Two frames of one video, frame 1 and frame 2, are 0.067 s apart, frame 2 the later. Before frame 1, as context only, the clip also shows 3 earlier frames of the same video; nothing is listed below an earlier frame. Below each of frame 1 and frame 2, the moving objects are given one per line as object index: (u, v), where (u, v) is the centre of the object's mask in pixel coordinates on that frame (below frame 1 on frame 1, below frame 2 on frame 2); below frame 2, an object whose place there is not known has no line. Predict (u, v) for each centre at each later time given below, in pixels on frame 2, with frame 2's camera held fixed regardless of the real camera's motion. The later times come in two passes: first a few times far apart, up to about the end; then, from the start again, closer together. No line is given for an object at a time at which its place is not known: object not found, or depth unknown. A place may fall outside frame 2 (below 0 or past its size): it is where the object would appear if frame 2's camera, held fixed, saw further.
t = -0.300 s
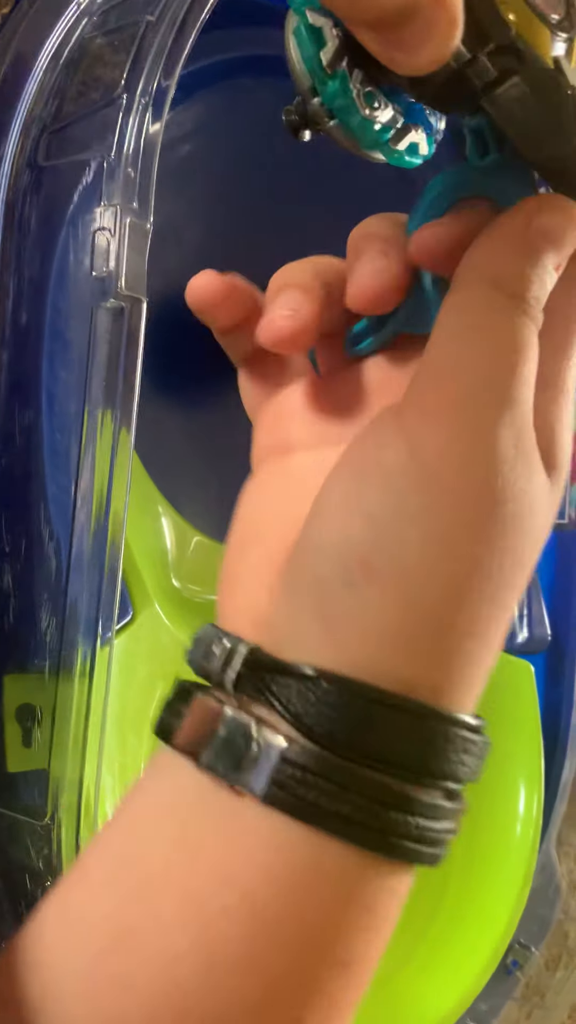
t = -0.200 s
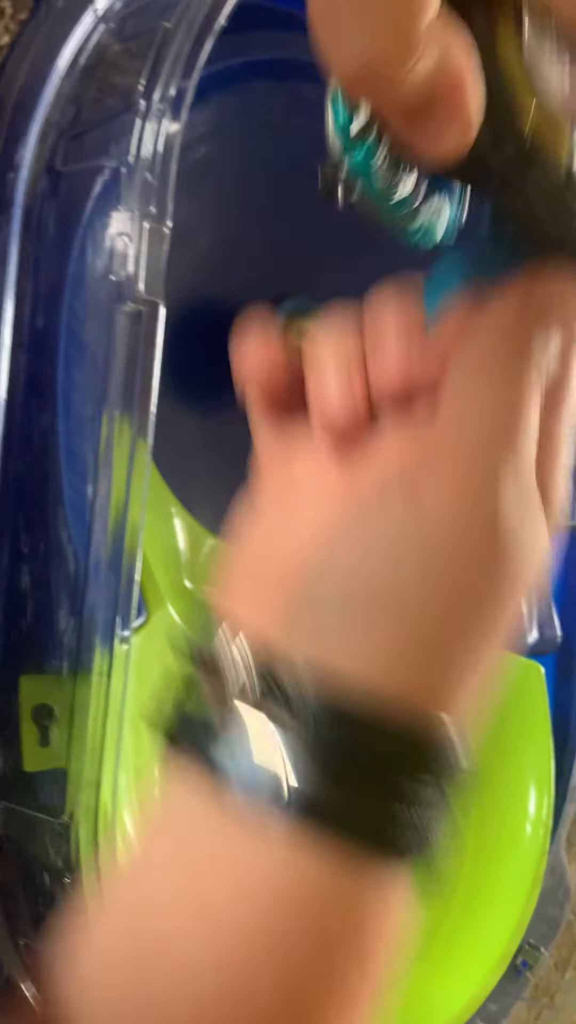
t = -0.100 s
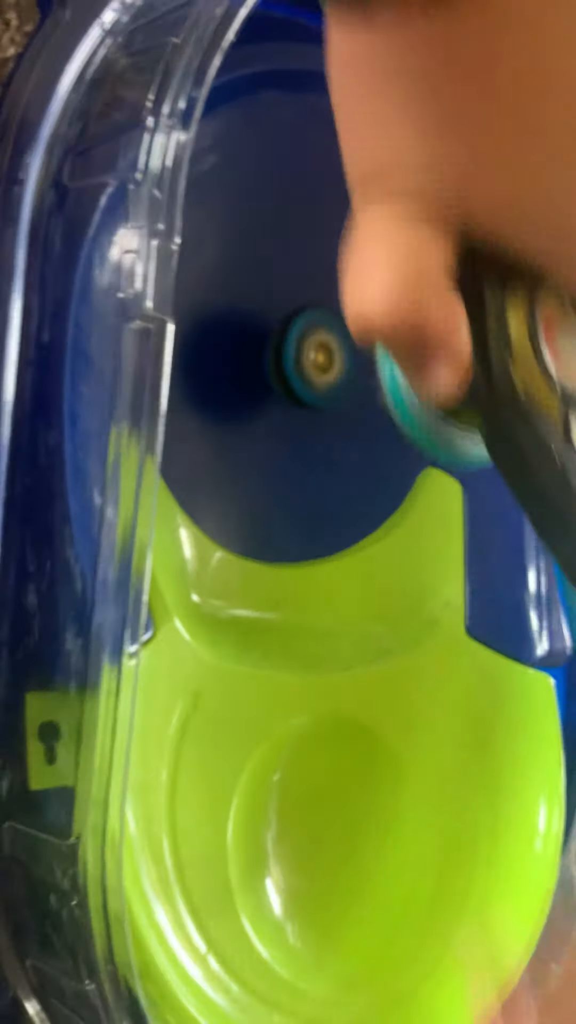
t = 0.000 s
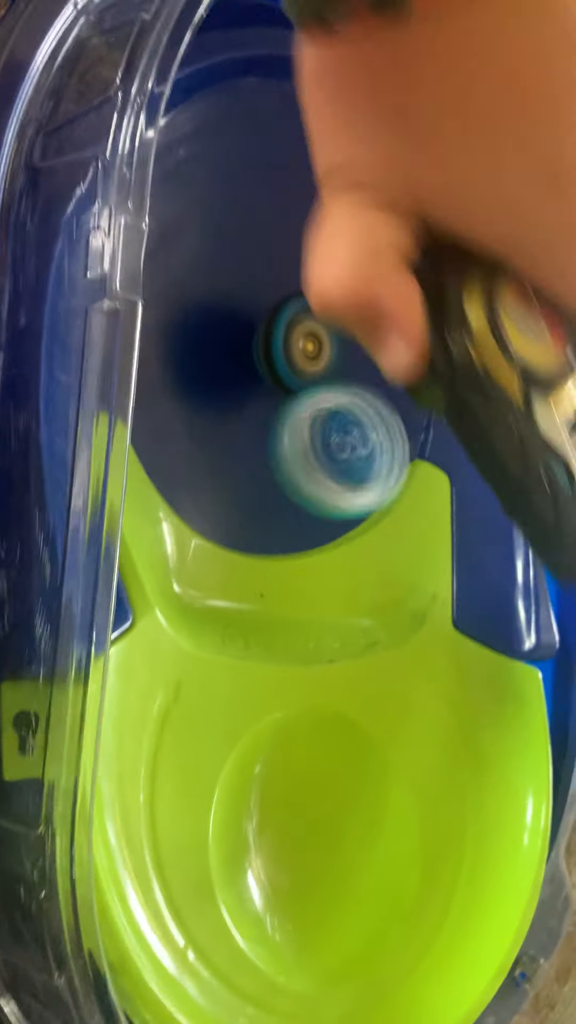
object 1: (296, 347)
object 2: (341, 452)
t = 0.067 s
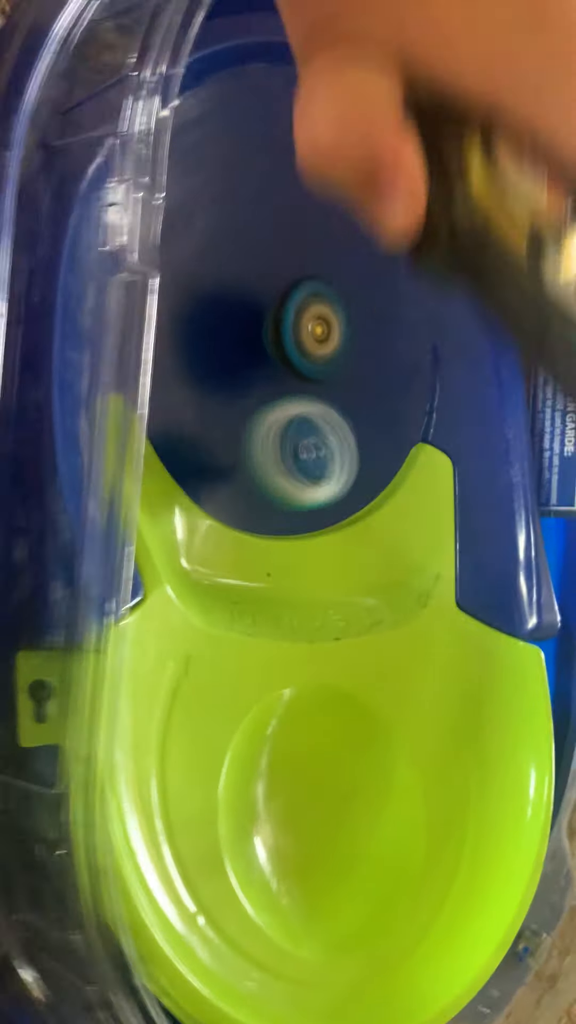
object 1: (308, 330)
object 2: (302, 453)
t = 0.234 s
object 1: (308, 322)
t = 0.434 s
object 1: (258, 199)
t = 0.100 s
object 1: (310, 332)
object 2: (345, 444)
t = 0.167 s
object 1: (310, 331)
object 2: (383, 429)
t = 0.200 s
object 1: (309, 328)
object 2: (378, 423)
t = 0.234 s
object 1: (308, 322)
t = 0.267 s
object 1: (298, 289)
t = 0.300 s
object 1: (288, 259)
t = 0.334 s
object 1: (280, 236)
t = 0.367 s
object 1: (271, 220)
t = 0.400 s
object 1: (264, 208)
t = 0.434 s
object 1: (258, 199)
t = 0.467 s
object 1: (251, 193)
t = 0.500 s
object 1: (246, 191)
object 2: (329, 367)
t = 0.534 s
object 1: (243, 192)
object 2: (302, 354)
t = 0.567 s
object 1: (240, 196)
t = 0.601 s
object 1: (239, 203)
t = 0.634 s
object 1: (241, 212)
